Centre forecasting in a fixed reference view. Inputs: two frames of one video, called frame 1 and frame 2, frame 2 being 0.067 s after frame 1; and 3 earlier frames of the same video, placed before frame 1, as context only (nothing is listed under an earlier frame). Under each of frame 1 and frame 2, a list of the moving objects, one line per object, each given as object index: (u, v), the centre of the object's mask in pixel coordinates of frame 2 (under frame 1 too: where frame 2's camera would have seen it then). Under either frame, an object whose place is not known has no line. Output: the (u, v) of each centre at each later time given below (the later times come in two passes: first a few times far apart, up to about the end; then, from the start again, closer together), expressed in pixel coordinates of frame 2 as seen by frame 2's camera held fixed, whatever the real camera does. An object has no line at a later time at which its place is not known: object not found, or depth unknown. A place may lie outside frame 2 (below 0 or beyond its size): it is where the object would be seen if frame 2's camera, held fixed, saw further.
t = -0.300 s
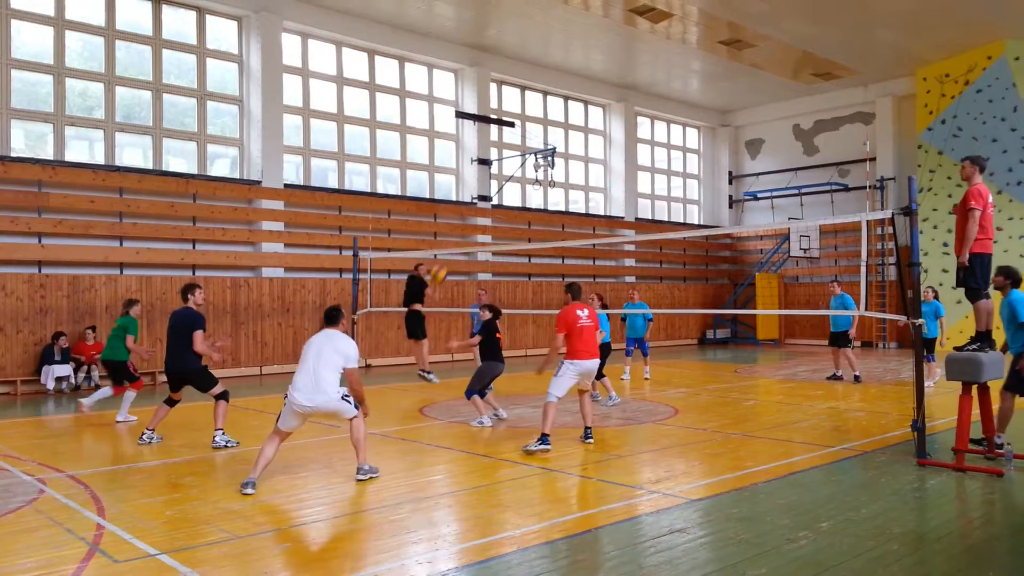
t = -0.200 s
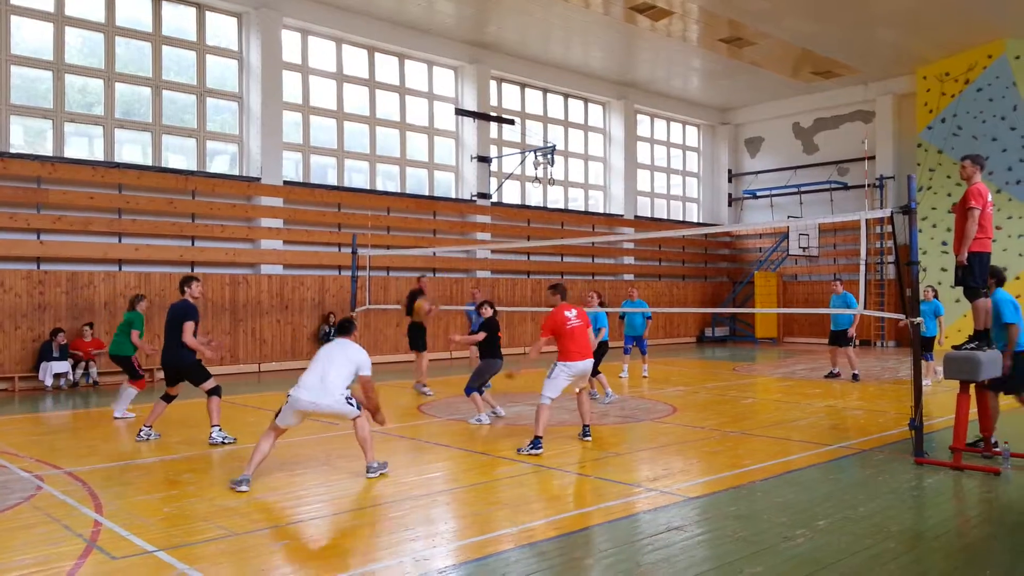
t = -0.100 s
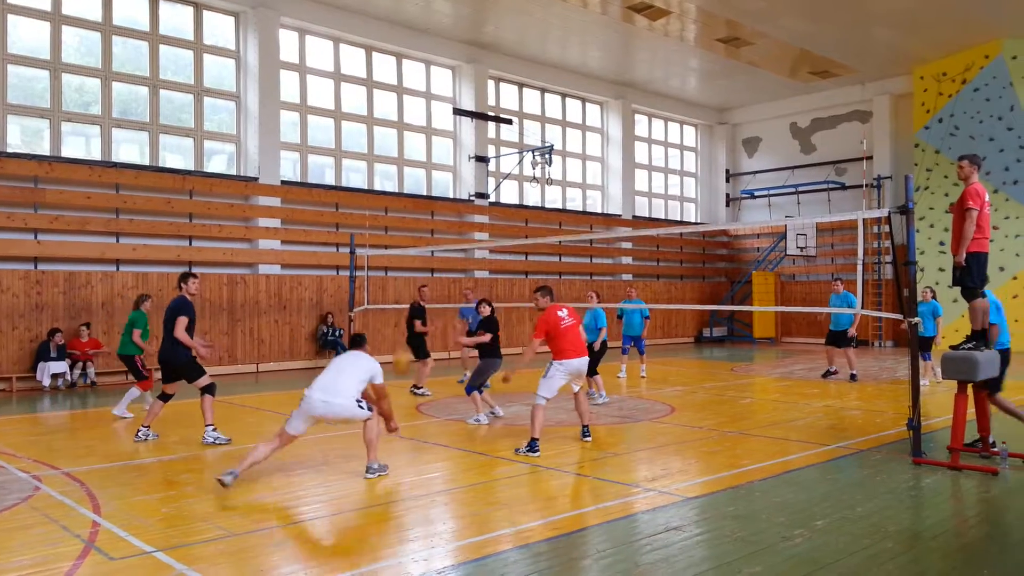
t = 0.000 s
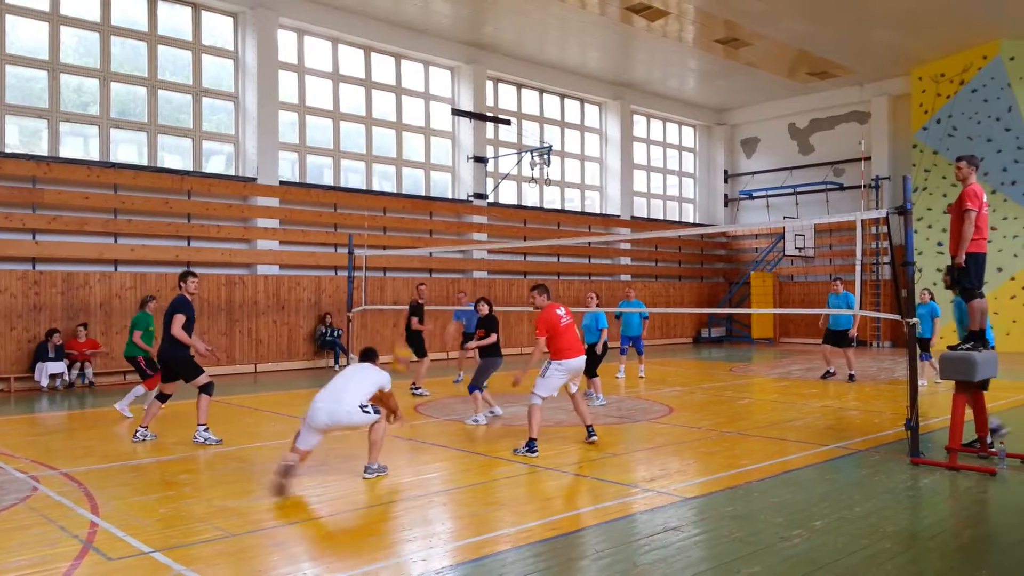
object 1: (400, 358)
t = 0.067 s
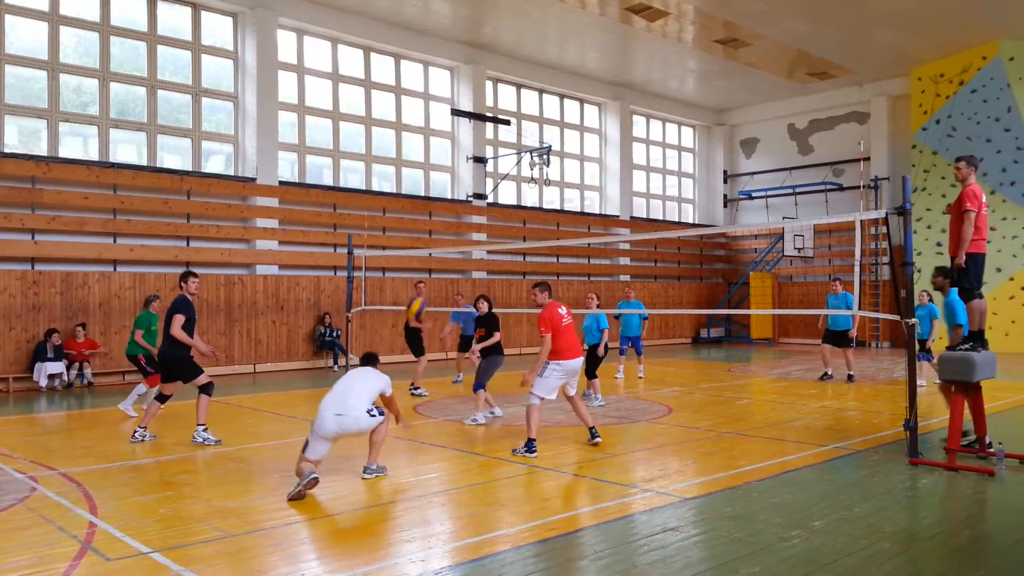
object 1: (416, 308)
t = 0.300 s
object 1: (468, 162)
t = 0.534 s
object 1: (517, 78)
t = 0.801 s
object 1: (570, 43)
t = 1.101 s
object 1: (626, 87)
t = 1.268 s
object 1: (654, 146)
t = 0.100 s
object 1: (423, 284)
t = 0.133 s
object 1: (431, 260)
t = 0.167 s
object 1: (440, 234)
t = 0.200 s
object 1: (447, 215)
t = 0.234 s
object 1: (453, 200)
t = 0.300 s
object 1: (468, 162)
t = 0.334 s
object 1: (476, 146)
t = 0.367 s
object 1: (482, 133)
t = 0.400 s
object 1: (488, 119)
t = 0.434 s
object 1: (496, 107)
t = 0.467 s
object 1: (503, 95)
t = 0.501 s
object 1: (511, 85)
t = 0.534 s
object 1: (517, 78)
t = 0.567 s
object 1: (524, 69)
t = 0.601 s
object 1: (531, 61)
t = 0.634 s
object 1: (537, 56)
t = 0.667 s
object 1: (544, 52)
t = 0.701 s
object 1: (550, 48)
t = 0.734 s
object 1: (557, 45)
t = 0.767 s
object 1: (562, 41)
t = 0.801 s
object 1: (570, 43)
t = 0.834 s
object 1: (576, 44)
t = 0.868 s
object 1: (583, 46)
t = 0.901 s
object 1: (589, 48)
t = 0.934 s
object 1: (595, 52)
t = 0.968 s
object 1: (601, 57)
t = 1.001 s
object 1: (607, 62)
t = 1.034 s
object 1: (614, 70)
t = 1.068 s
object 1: (619, 76)
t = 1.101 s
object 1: (626, 87)
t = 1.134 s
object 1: (632, 96)
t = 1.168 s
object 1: (637, 105)
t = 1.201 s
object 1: (644, 118)
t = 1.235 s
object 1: (649, 131)
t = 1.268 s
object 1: (654, 146)
